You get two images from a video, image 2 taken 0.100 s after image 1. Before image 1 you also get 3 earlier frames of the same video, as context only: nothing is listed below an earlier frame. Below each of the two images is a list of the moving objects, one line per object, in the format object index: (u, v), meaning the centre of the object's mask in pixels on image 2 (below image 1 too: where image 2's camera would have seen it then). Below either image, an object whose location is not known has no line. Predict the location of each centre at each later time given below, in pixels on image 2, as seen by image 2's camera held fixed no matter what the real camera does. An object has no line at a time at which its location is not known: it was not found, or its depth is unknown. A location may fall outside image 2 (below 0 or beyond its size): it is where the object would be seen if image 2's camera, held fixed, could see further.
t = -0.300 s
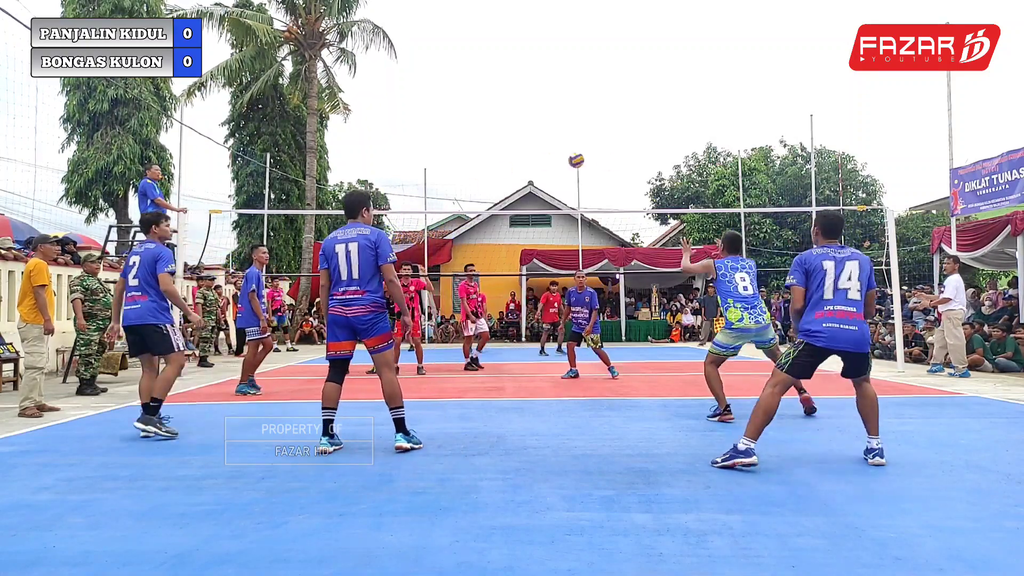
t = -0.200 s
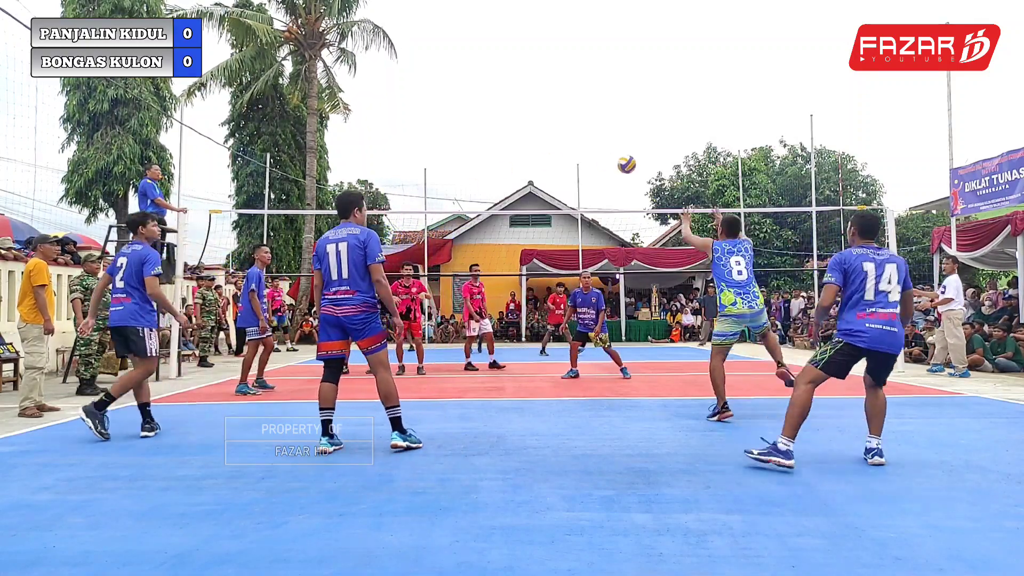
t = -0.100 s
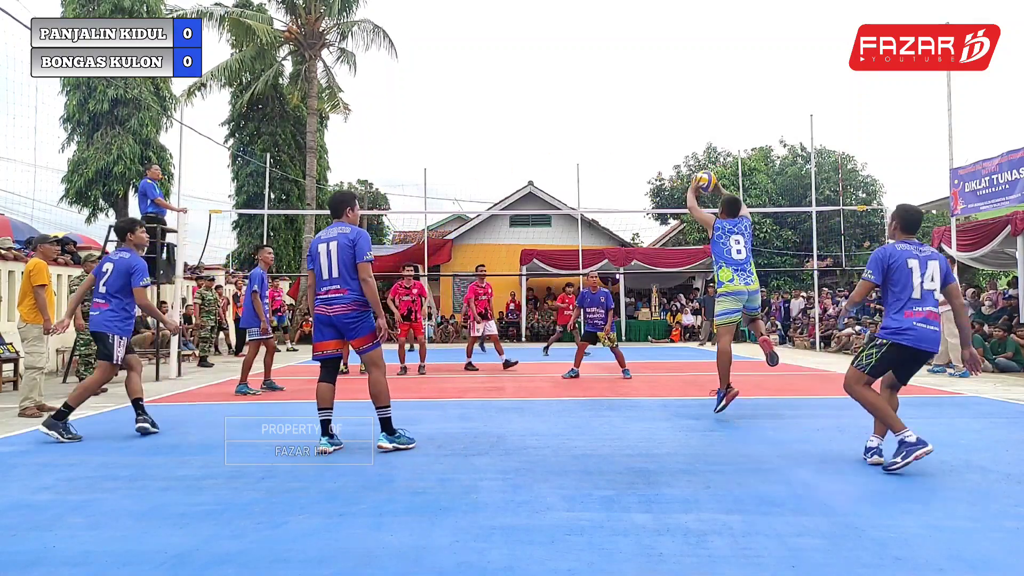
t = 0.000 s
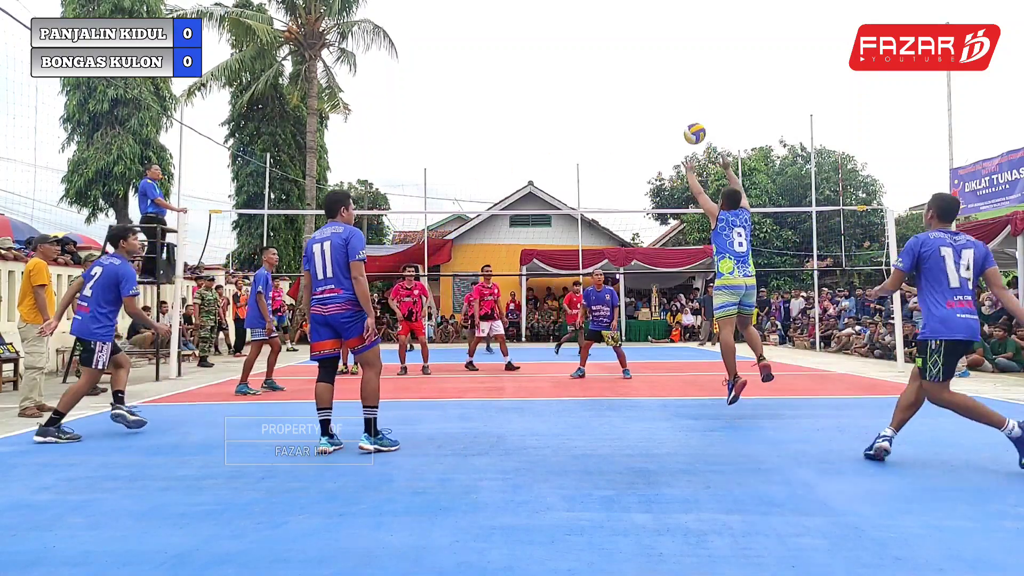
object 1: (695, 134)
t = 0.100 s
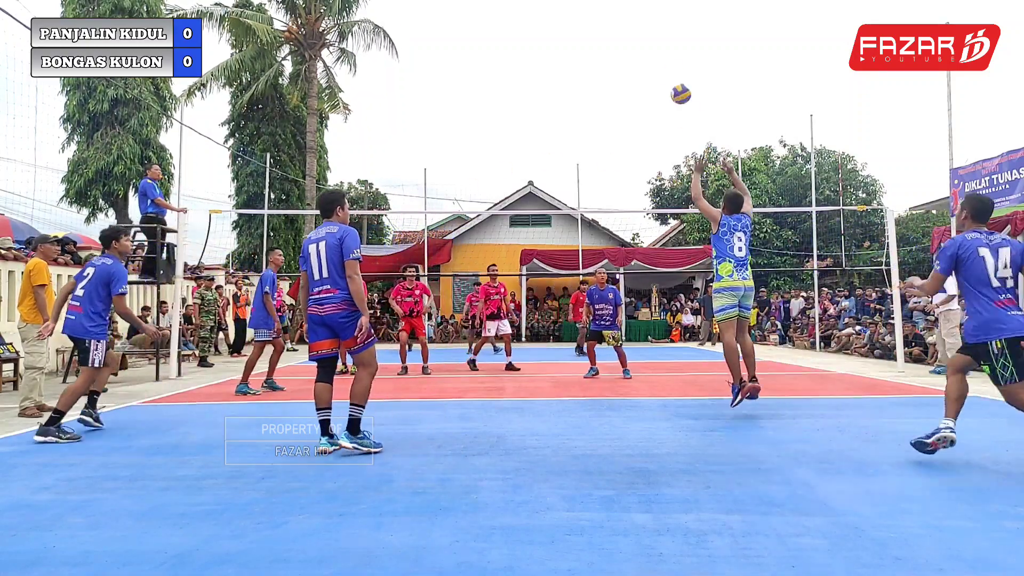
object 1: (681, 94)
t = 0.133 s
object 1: (677, 83)
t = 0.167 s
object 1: (672, 74)
